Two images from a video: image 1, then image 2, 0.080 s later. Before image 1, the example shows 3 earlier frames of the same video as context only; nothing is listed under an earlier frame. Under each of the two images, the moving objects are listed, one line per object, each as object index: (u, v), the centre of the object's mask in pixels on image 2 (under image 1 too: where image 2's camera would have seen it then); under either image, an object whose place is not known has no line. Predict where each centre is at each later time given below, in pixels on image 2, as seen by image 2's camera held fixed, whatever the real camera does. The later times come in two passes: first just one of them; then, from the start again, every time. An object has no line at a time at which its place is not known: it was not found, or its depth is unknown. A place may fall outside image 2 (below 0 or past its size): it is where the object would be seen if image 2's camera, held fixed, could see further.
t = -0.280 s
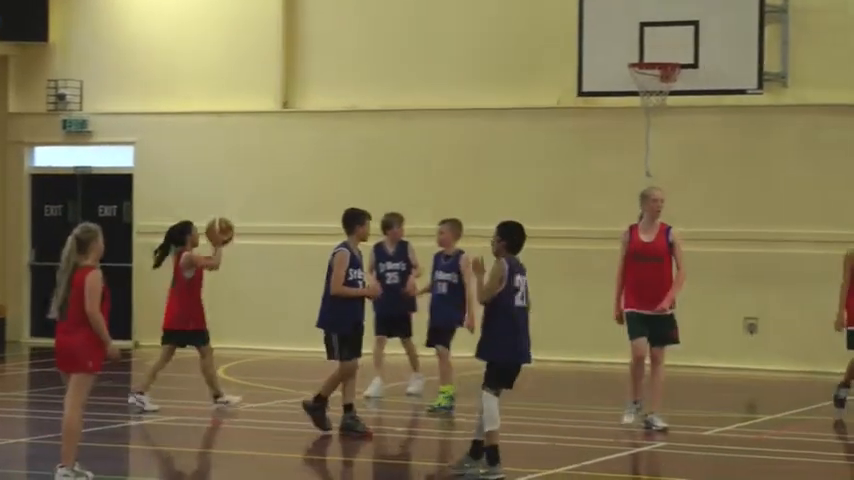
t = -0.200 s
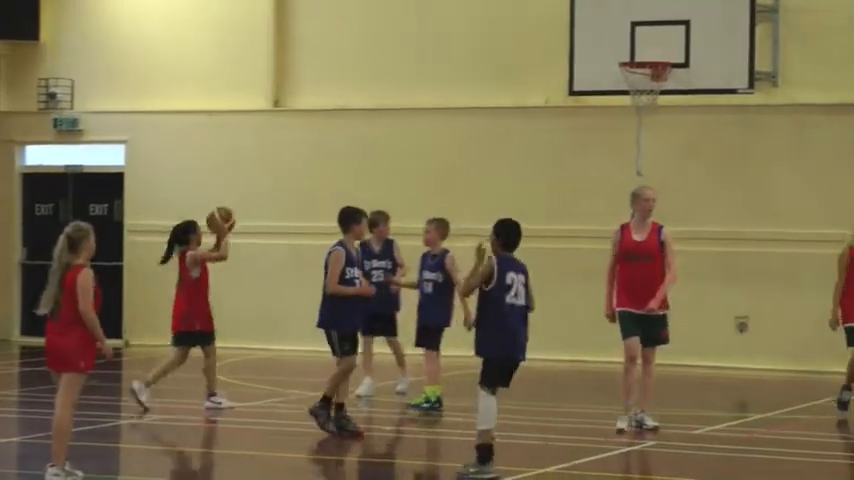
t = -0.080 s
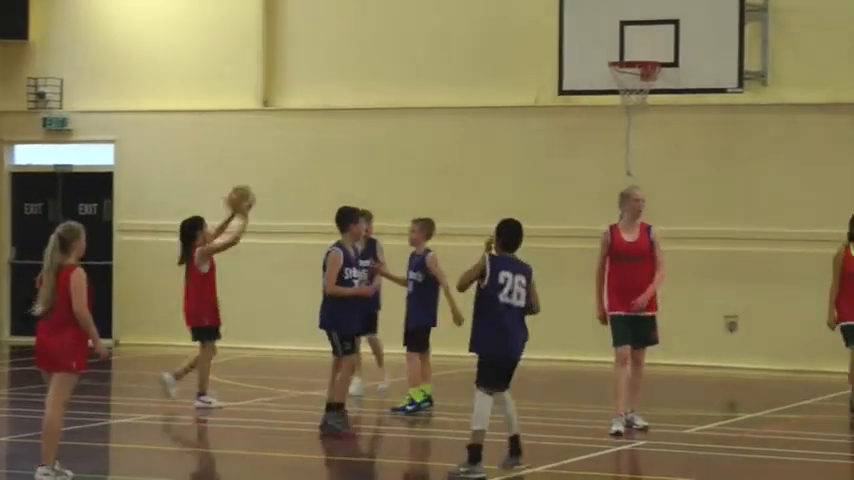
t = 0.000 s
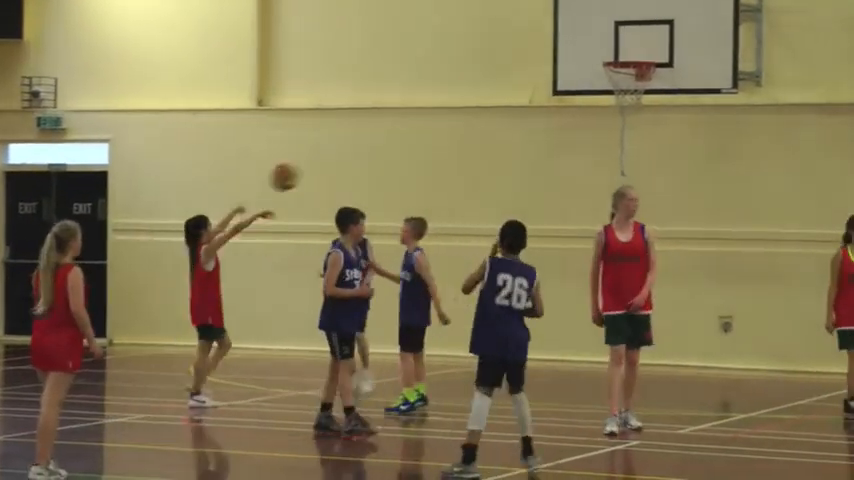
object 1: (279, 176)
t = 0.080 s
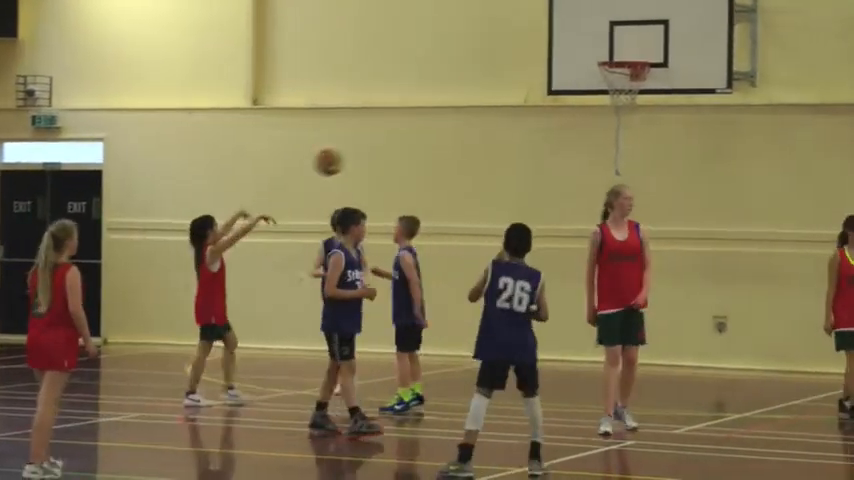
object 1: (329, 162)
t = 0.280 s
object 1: (448, 159)
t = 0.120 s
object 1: (353, 158)
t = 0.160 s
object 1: (377, 155)
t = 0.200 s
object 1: (401, 154)
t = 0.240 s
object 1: (425, 155)
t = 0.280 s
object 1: (448, 159)
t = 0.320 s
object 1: (471, 164)
